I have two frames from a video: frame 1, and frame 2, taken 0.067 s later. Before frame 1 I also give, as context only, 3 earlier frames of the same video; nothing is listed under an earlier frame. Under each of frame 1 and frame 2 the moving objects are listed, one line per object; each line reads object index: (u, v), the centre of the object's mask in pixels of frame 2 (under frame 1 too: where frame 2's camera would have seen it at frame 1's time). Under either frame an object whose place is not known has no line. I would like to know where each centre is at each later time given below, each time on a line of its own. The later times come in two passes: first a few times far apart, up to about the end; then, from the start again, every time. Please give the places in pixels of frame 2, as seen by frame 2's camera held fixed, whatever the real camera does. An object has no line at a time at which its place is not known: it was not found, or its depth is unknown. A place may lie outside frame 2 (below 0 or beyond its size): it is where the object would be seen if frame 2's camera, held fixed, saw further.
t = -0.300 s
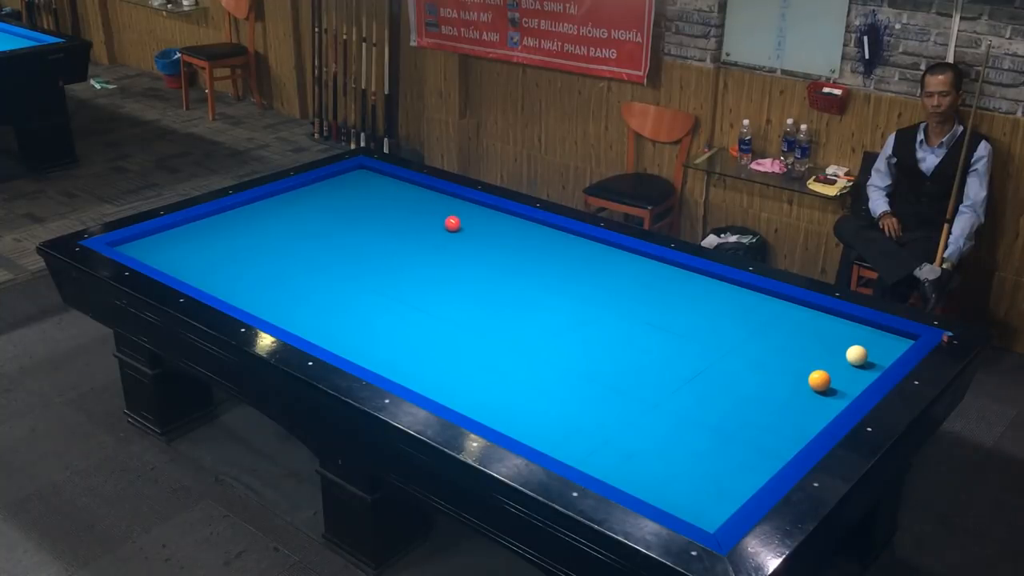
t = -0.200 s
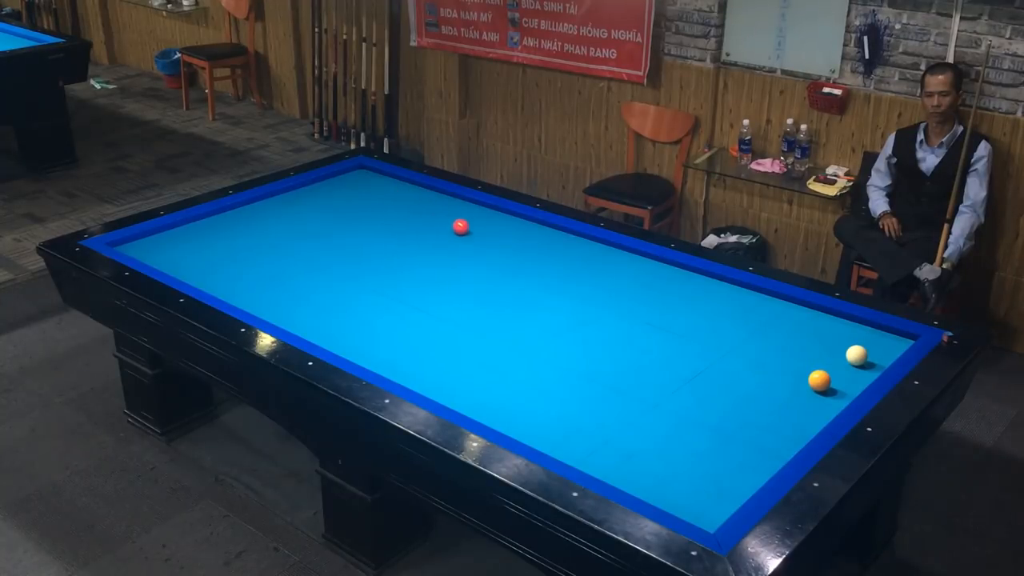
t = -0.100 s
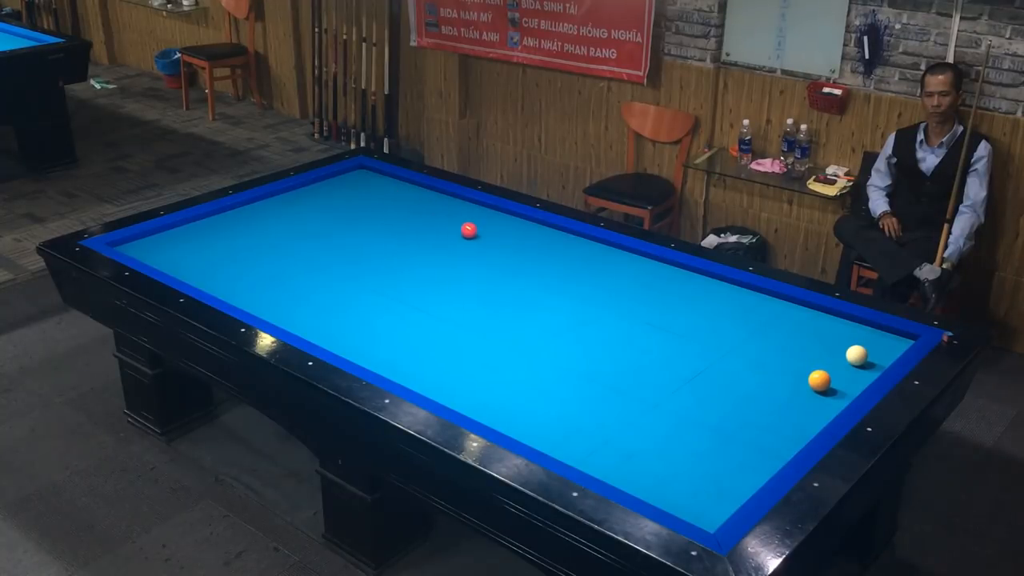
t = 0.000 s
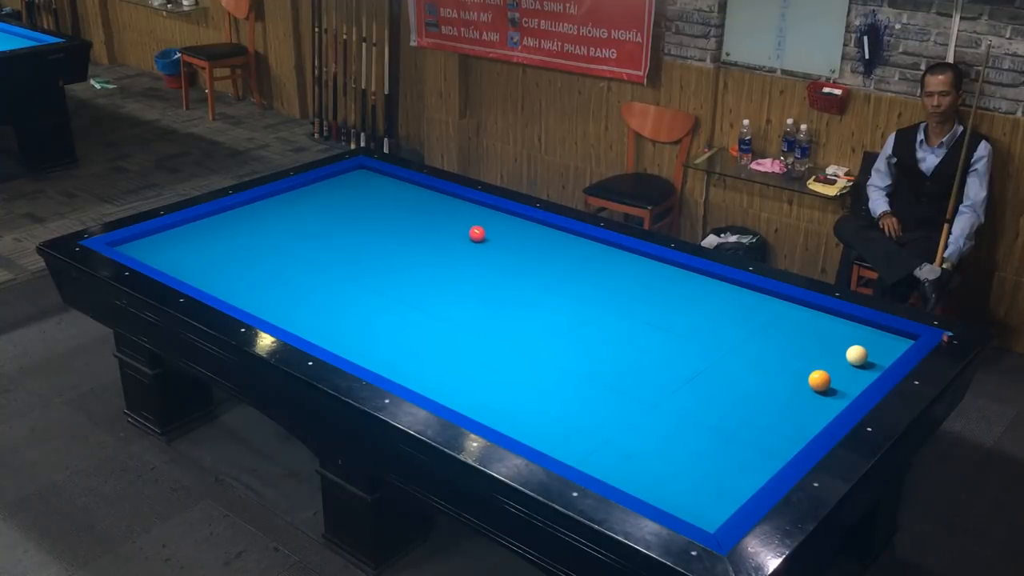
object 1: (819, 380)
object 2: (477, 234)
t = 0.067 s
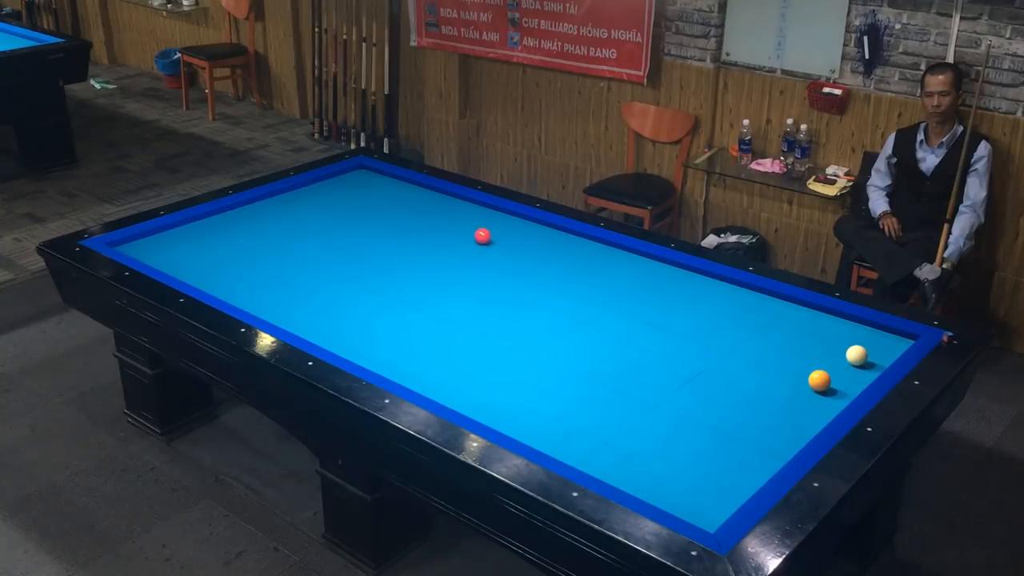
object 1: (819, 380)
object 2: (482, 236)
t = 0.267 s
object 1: (819, 380)
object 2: (499, 243)
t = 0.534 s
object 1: (819, 380)
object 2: (521, 253)
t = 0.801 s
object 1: (819, 380)
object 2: (543, 262)
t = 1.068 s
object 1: (819, 380)
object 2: (566, 272)
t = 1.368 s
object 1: (819, 380)
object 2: (592, 282)
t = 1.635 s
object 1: (819, 380)
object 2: (614, 292)
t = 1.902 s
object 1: (819, 380)
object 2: (637, 301)
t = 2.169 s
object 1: (819, 380)
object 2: (660, 310)
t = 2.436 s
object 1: (819, 380)
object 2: (682, 319)
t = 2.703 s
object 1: (819, 380)
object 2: (704, 328)
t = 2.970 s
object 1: (819, 380)
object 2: (726, 337)
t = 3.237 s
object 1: (819, 380)
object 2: (747, 346)
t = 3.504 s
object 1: (819, 380)
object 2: (769, 354)
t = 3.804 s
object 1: (819, 380)
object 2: (792, 363)
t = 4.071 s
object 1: (819, 380)
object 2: (809, 367)
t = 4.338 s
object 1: (823, 384)
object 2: (825, 368)
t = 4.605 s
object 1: (826, 388)
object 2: (838, 372)
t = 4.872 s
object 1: (829, 391)
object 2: (848, 374)
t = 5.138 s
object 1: (831, 394)
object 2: (858, 374)
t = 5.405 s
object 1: (832, 396)
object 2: (866, 374)
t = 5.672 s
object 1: (834, 396)
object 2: (865, 373)
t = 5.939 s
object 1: (834, 396)
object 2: (864, 372)
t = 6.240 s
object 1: (834, 396)
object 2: (863, 371)
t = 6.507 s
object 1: (834, 396)
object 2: (862, 371)
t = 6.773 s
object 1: (834, 396)
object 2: (862, 371)
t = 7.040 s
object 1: (834, 396)
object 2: (862, 371)
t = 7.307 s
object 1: (834, 396)
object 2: (862, 371)
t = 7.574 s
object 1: (834, 396)
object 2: (862, 371)
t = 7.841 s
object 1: (834, 396)
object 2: (862, 371)
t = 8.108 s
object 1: (834, 396)
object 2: (862, 371)
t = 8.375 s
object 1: (834, 396)
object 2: (862, 371)
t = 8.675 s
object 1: (834, 396)
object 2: (862, 371)
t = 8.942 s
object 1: (834, 396)
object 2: (862, 371)
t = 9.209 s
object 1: (834, 396)
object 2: (862, 371)
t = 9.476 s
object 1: (834, 396)
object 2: (862, 371)
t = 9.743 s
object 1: (834, 396)
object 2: (862, 371)
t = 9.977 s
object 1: (834, 396)
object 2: (862, 371)
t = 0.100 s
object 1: (819, 380)
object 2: (485, 238)
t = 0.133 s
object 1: (819, 380)
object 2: (487, 239)
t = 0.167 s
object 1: (819, 380)
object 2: (491, 240)
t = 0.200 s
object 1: (819, 380)
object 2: (493, 241)
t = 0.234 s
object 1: (819, 380)
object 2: (496, 242)
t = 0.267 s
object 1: (819, 380)
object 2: (499, 243)
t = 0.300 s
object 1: (819, 380)
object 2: (501, 245)
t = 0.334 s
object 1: (819, 380)
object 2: (504, 246)
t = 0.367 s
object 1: (819, 380)
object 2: (507, 247)
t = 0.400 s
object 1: (819, 380)
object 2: (510, 248)
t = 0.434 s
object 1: (819, 380)
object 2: (513, 249)
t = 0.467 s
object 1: (819, 380)
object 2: (516, 251)
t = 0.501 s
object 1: (819, 380)
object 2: (518, 252)
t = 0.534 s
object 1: (819, 380)
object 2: (521, 253)
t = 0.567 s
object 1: (819, 380)
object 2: (524, 254)
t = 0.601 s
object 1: (819, 380)
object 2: (527, 255)
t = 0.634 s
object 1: (819, 380)
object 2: (529, 256)
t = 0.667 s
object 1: (819, 380)
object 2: (532, 257)
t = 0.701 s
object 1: (819, 380)
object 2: (535, 258)
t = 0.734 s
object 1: (819, 380)
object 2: (538, 260)
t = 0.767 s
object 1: (819, 380)
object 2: (541, 261)
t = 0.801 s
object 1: (819, 380)
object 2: (543, 262)
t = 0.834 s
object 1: (819, 380)
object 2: (546, 264)
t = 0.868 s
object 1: (819, 380)
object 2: (549, 264)
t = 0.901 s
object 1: (819, 380)
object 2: (552, 266)
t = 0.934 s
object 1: (819, 380)
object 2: (555, 267)
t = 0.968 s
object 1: (819, 380)
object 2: (557, 268)
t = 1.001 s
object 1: (819, 380)
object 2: (560, 269)
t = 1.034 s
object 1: (819, 380)
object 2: (563, 271)
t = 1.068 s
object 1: (819, 380)
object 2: (566, 272)
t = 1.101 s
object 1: (819, 380)
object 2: (569, 273)
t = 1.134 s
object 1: (819, 380)
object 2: (572, 274)
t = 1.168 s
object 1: (819, 380)
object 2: (574, 275)
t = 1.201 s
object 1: (819, 380)
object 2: (577, 276)
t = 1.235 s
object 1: (819, 380)
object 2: (580, 278)
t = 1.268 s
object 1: (819, 380)
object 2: (583, 279)
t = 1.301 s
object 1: (819, 380)
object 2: (586, 280)
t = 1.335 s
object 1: (819, 380)
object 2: (589, 281)
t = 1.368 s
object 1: (819, 380)
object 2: (592, 282)
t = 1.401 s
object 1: (819, 380)
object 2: (594, 283)
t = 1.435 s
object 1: (819, 380)
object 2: (597, 285)
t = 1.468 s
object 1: (819, 380)
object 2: (600, 286)
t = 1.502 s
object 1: (819, 380)
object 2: (603, 287)
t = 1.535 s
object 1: (819, 380)
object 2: (606, 288)
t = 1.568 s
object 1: (819, 380)
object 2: (609, 289)
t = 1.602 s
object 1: (819, 380)
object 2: (612, 290)
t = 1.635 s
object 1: (819, 380)
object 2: (614, 292)
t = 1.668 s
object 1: (819, 380)
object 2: (617, 293)
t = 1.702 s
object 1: (819, 380)
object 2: (620, 294)
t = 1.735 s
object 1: (819, 380)
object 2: (623, 295)
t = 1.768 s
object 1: (819, 380)
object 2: (626, 296)
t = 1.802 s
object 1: (819, 380)
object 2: (628, 297)
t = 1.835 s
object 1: (819, 380)
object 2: (631, 299)
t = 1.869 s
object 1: (819, 380)
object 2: (634, 300)
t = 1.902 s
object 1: (819, 380)
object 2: (637, 301)
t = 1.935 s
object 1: (819, 380)
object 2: (640, 302)
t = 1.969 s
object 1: (819, 380)
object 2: (643, 303)
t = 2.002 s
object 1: (819, 380)
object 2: (646, 304)
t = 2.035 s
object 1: (819, 380)
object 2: (649, 306)
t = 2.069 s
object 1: (819, 380)
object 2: (652, 307)
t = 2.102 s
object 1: (819, 380)
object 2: (654, 308)
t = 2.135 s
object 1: (819, 380)
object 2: (657, 309)
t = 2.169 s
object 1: (819, 380)
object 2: (660, 310)
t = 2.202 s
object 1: (819, 380)
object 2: (663, 311)
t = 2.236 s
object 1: (819, 380)
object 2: (665, 312)
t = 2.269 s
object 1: (819, 380)
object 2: (668, 314)
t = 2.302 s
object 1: (819, 380)
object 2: (671, 315)
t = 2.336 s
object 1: (819, 380)
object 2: (674, 316)
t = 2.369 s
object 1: (819, 380)
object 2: (676, 317)
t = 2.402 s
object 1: (819, 380)
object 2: (679, 318)
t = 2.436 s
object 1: (819, 380)
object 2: (682, 319)
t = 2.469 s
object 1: (819, 380)
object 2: (685, 321)
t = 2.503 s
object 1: (819, 380)
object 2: (688, 322)
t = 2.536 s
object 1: (819, 380)
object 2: (690, 323)
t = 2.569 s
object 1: (819, 380)
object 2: (693, 324)
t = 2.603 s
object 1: (819, 380)
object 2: (696, 325)
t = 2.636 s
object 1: (819, 380)
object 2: (699, 326)
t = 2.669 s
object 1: (819, 380)
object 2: (701, 327)
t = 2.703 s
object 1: (819, 380)
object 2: (704, 328)
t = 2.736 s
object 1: (819, 380)
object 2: (707, 330)
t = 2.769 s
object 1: (819, 380)
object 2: (710, 331)
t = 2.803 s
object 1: (819, 380)
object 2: (712, 332)
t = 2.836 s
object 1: (819, 380)
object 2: (715, 333)
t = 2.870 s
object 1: (819, 380)
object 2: (718, 334)
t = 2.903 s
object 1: (819, 380)
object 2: (720, 335)
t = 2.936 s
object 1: (819, 380)
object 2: (723, 336)
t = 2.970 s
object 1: (819, 380)
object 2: (726, 337)
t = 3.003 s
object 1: (819, 380)
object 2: (729, 338)
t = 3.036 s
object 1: (819, 380)
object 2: (731, 339)
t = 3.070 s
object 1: (819, 380)
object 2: (734, 340)
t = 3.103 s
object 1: (819, 380)
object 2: (737, 341)
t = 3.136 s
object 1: (819, 380)
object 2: (740, 343)
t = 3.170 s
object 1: (819, 380)
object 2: (742, 344)
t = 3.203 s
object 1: (819, 380)
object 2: (745, 345)
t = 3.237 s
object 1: (819, 380)
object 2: (747, 346)
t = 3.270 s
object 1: (819, 380)
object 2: (750, 347)
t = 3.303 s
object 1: (819, 380)
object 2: (753, 348)
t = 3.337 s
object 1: (819, 380)
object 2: (755, 349)
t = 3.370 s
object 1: (819, 380)
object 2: (758, 350)
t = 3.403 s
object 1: (819, 380)
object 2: (761, 351)
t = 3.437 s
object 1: (819, 380)
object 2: (763, 352)
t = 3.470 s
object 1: (819, 380)
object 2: (766, 353)
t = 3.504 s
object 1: (819, 380)
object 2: (769, 354)
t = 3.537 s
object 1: (819, 380)
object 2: (771, 355)
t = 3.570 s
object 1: (819, 380)
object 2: (774, 356)
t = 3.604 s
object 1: (819, 380)
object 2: (777, 357)
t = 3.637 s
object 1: (819, 380)
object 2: (779, 358)
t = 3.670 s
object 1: (819, 380)
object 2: (782, 359)
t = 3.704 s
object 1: (819, 380)
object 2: (784, 360)
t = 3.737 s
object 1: (819, 380)
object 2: (786, 361)
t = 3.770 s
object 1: (819, 380)
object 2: (789, 362)
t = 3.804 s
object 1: (819, 380)
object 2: (792, 363)
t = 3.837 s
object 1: (819, 380)
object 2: (794, 363)
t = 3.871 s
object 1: (819, 380)
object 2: (797, 364)
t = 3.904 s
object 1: (819, 380)
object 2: (799, 365)
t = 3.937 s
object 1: (819, 380)
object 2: (801, 366)
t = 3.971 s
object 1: (819, 380)
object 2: (803, 367)
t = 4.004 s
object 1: (819, 380)
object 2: (805, 367)
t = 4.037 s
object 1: (819, 380)
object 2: (807, 367)
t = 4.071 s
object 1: (819, 380)
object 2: (809, 367)
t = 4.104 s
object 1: (819, 381)
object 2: (812, 367)
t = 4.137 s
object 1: (820, 381)
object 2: (813, 367)
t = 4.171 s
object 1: (821, 382)
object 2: (815, 367)
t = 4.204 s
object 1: (821, 382)
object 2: (817, 367)
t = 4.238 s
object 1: (822, 383)
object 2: (819, 368)
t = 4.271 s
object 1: (822, 383)
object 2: (821, 368)
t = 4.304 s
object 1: (823, 384)
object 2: (823, 368)
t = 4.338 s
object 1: (823, 384)
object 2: (825, 368)
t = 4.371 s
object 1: (823, 385)
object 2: (826, 369)
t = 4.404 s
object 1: (824, 385)
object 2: (828, 369)
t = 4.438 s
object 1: (824, 386)
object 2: (829, 370)
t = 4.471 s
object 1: (825, 386)
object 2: (831, 370)
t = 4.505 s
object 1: (825, 387)
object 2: (833, 371)
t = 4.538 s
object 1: (826, 387)
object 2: (834, 371)
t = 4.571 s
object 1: (826, 388)
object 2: (836, 372)
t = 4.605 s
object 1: (826, 388)
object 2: (838, 372)
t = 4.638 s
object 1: (827, 389)
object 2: (838, 372)
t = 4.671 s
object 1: (827, 389)
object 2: (840, 373)
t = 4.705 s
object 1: (827, 389)
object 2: (842, 373)
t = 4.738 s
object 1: (828, 390)
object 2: (843, 373)
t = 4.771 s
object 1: (828, 390)
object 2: (844, 374)
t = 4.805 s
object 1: (829, 391)
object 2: (846, 373)
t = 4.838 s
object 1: (829, 391)
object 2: (847, 374)
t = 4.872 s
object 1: (829, 391)
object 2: (848, 374)
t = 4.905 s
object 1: (829, 392)
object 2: (849, 374)
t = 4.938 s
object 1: (830, 392)
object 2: (851, 374)
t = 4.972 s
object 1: (830, 392)
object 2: (852, 374)
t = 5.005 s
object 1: (830, 393)
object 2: (853, 374)
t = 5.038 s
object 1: (830, 393)
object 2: (855, 374)
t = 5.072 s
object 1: (831, 393)
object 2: (856, 374)
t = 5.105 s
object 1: (831, 394)
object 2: (857, 374)
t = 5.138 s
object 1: (831, 394)
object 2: (858, 374)
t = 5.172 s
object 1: (831, 394)
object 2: (859, 374)
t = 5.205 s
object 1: (831, 394)
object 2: (860, 374)
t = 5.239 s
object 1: (831, 395)
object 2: (861, 374)
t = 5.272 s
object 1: (832, 395)
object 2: (862, 374)
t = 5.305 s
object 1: (832, 395)
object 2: (863, 374)
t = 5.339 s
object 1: (832, 395)
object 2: (864, 374)
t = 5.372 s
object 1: (832, 396)
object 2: (865, 374)
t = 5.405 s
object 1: (832, 396)
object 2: (866, 374)
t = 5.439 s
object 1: (833, 396)
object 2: (867, 374)
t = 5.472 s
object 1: (833, 396)
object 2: (867, 374)
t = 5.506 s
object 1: (833, 396)
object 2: (867, 374)
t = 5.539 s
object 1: (833, 396)
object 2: (866, 373)
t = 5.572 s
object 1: (833, 396)
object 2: (866, 373)
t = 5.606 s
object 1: (834, 396)
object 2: (866, 373)
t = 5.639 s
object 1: (834, 396)
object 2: (866, 373)
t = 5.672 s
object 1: (834, 396)
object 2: (865, 373)
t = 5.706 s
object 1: (834, 396)
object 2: (865, 373)
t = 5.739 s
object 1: (834, 396)
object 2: (865, 373)
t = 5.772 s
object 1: (834, 396)
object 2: (865, 373)
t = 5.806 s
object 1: (834, 396)
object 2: (864, 373)
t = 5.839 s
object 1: (834, 396)
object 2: (864, 373)
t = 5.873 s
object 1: (834, 396)
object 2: (864, 373)
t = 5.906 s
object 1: (834, 396)
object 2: (864, 372)
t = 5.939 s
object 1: (834, 396)
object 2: (864, 372)
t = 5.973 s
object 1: (834, 396)
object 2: (864, 372)
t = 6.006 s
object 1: (834, 396)
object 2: (863, 372)
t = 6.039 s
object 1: (834, 396)
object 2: (863, 372)
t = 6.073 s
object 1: (834, 396)
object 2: (863, 372)
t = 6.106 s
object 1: (834, 396)
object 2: (863, 372)
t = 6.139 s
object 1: (834, 396)
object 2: (863, 371)
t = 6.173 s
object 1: (834, 396)
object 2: (863, 371)
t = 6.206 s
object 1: (834, 396)
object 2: (863, 371)
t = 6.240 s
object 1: (834, 396)
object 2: (863, 371)
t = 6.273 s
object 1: (834, 396)
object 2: (862, 372)
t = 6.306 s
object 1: (834, 396)
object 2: (862, 371)
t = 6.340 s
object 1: (834, 396)
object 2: (862, 371)
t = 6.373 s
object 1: (834, 396)
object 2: (862, 371)
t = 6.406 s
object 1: (834, 396)
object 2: (862, 371)
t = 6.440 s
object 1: (834, 396)
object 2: (862, 371)
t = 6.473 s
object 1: (834, 396)
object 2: (862, 371)
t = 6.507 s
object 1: (834, 396)
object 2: (862, 371)
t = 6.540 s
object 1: (834, 396)
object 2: (862, 371)
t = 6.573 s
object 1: (834, 396)
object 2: (862, 371)
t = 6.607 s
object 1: (834, 396)
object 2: (862, 371)
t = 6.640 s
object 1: (834, 396)
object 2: (862, 371)
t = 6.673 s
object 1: (834, 396)
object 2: (862, 371)
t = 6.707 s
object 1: (834, 396)
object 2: (862, 371)
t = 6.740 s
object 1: (834, 396)
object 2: (862, 371)
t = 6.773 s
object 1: (834, 396)
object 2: (862, 371)
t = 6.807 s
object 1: (834, 396)
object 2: (862, 371)
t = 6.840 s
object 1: (834, 396)
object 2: (862, 371)
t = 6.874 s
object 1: (834, 396)
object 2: (862, 371)
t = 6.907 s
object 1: (834, 396)
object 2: (862, 371)
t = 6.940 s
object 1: (834, 396)
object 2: (862, 371)
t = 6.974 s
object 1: (834, 396)
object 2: (862, 371)
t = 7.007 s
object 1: (834, 396)
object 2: (862, 371)
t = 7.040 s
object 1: (834, 396)
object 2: (862, 371)
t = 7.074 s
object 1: (834, 396)
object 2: (862, 371)
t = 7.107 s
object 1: (834, 396)
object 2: (862, 371)
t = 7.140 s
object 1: (834, 396)
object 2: (862, 371)
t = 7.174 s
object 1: (834, 396)
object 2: (862, 371)
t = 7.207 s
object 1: (834, 396)
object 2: (862, 371)
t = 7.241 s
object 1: (834, 396)
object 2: (862, 371)
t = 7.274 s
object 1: (834, 396)
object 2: (862, 371)
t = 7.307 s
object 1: (834, 396)
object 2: (862, 371)
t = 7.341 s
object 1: (834, 396)
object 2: (862, 371)
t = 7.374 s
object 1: (834, 396)
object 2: (862, 371)
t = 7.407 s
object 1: (834, 396)
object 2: (862, 371)
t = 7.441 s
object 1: (834, 396)
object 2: (862, 371)
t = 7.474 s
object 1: (834, 396)
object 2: (862, 371)
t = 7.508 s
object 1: (834, 396)
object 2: (862, 371)
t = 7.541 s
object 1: (834, 396)
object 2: (862, 371)
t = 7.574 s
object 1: (834, 396)
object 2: (862, 371)
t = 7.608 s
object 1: (834, 396)
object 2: (862, 371)
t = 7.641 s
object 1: (834, 396)
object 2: (862, 371)
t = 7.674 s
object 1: (834, 396)
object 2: (862, 371)
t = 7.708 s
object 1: (834, 396)
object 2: (862, 371)
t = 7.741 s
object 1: (834, 396)
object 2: (862, 371)
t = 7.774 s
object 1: (834, 396)
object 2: (862, 371)
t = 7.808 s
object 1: (834, 396)
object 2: (862, 371)
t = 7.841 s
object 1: (834, 396)
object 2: (862, 371)
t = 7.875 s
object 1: (834, 396)
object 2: (862, 371)
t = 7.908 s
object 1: (834, 396)
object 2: (862, 371)
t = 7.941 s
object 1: (834, 396)
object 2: (862, 371)
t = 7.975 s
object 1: (834, 396)
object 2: (862, 371)
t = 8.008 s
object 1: (834, 396)
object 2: (862, 371)
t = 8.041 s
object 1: (834, 396)
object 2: (862, 371)
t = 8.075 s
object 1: (834, 396)
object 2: (862, 371)
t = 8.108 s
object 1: (834, 396)
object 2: (862, 371)
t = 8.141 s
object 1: (834, 396)
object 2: (862, 371)
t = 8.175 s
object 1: (834, 396)
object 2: (862, 371)
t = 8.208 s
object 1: (834, 396)
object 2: (862, 371)
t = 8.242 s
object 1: (834, 396)
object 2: (862, 371)
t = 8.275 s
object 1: (834, 396)
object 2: (862, 371)
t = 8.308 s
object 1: (834, 396)
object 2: (862, 370)
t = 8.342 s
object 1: (834, 396)
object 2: (862, 371)
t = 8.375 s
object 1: (834, 396)
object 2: (862, 371)
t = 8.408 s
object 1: (834, 396)
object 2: (862, 371)
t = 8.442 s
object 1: (834, 396)
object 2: (862, 371)
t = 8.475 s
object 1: (834, 396)
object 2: (862, 371)
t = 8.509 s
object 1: (834, 396)
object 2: (862, 370)
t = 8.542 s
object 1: (834, 396)
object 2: (862, 371)
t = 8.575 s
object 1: (834, 396)
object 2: (862, 371)
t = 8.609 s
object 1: (834, 396)
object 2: (862, 371)
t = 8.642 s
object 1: (834, 396)
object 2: (862, 371)
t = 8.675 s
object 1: (834, 396)
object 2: (862, 371)
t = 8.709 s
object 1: (834, 396)
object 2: (862, 371)
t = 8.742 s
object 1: (834, 396)
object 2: (862, 371)
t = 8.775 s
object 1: (834, 396)
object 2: (862, 371)
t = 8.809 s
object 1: (834, 396)
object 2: (862, 371)
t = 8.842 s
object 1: (834, 396)
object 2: (862, 371)
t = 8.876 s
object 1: (834, 396)
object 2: (862, 371)
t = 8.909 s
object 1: (834, 396)
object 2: (862, 371)
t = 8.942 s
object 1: (834, 396)
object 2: (862, 371)
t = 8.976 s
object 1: (834, 396)
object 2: (862, 371)
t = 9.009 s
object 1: (834, 396)
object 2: (862, 371)
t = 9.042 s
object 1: (834, 396)
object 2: (862, 371)
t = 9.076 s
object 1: (834, 396)
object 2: (862, 371)
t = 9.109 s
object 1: (834, 396)
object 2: (862, 371)
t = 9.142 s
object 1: (834, 396)
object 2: (862, 371)
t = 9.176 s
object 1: (834, 396)
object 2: (862, 371)
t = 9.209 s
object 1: (834, 396)
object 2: (862, 371)
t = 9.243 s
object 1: (834, 396)
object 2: (862, 371)
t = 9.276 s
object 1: (834, 396)
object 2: (862, 371)
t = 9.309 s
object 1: (834, 396)
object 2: (862, 371)
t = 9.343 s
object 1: (834, 396)
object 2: (862, 371)
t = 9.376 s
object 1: (834, 396)
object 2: (862, 371)
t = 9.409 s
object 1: (834, 396)
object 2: (862, 371)
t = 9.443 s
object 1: (834, 396)
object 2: (862, 371)
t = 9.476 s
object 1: (834, 396)
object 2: (862, 371)
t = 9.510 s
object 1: (834, 396)
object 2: (862, 371)
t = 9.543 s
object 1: (834, 396)
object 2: (862, 371)
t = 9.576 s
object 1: (834, 396)
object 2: (862, 371)
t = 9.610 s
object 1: (834, 396)
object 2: (862, 371)
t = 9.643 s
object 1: (834, 396)
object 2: (862, 371)
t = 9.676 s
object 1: (834, 396)
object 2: (862, 371)
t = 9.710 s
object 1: (834, 396)
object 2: (862, 371)
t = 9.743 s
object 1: (834, 396)
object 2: (862, 371)
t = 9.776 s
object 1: (834, 396)
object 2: (862, 371)
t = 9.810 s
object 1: (834, 396)
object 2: (862, 371)
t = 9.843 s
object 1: (834, 396)
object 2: (862, 371)
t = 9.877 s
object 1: (834, 396)
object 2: (862, 371)
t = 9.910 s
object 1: (834, 396)
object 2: (862, 371)
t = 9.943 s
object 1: (834, 396)
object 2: (862, 371)
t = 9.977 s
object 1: (834, 396)
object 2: (862, 371)
